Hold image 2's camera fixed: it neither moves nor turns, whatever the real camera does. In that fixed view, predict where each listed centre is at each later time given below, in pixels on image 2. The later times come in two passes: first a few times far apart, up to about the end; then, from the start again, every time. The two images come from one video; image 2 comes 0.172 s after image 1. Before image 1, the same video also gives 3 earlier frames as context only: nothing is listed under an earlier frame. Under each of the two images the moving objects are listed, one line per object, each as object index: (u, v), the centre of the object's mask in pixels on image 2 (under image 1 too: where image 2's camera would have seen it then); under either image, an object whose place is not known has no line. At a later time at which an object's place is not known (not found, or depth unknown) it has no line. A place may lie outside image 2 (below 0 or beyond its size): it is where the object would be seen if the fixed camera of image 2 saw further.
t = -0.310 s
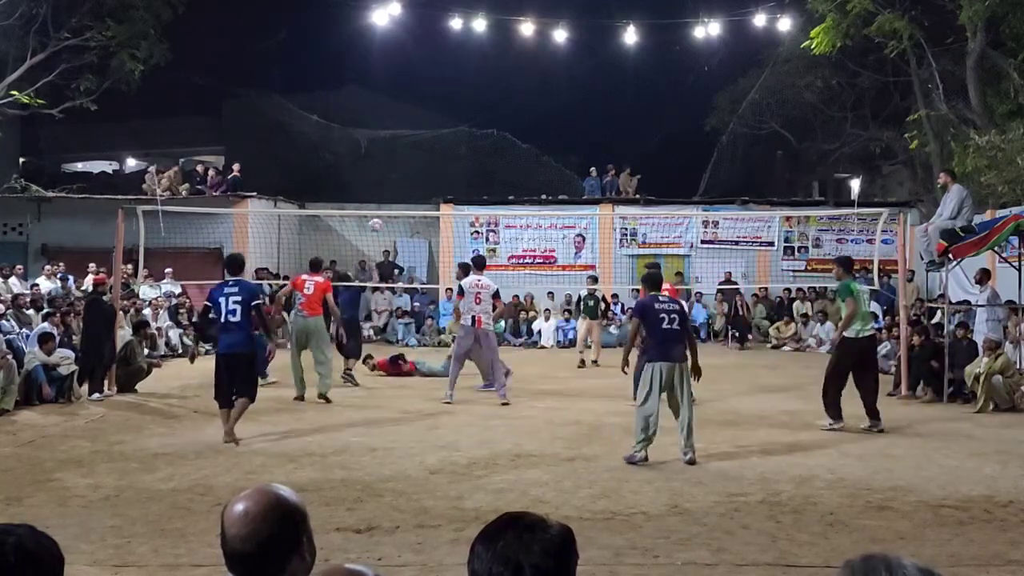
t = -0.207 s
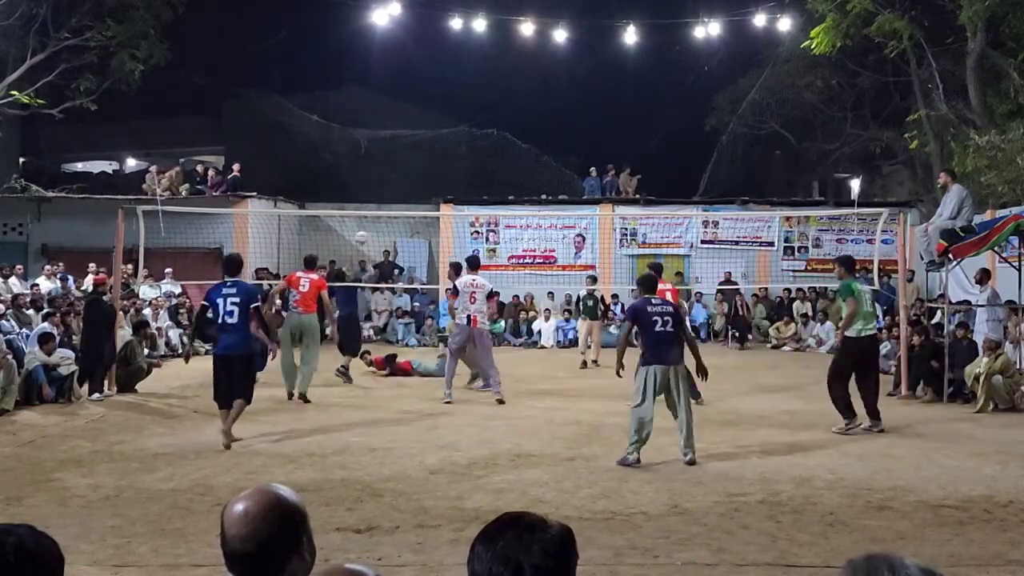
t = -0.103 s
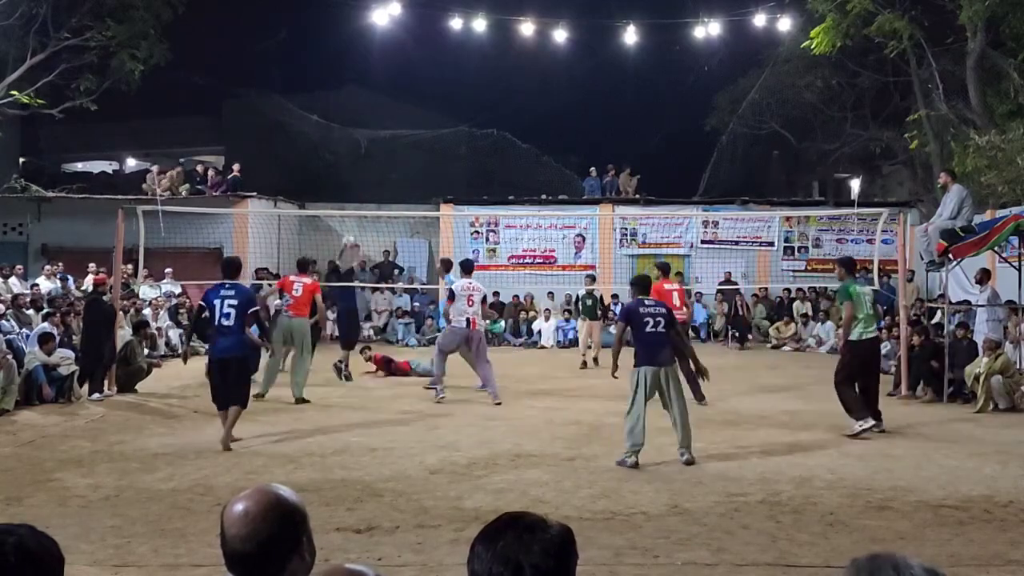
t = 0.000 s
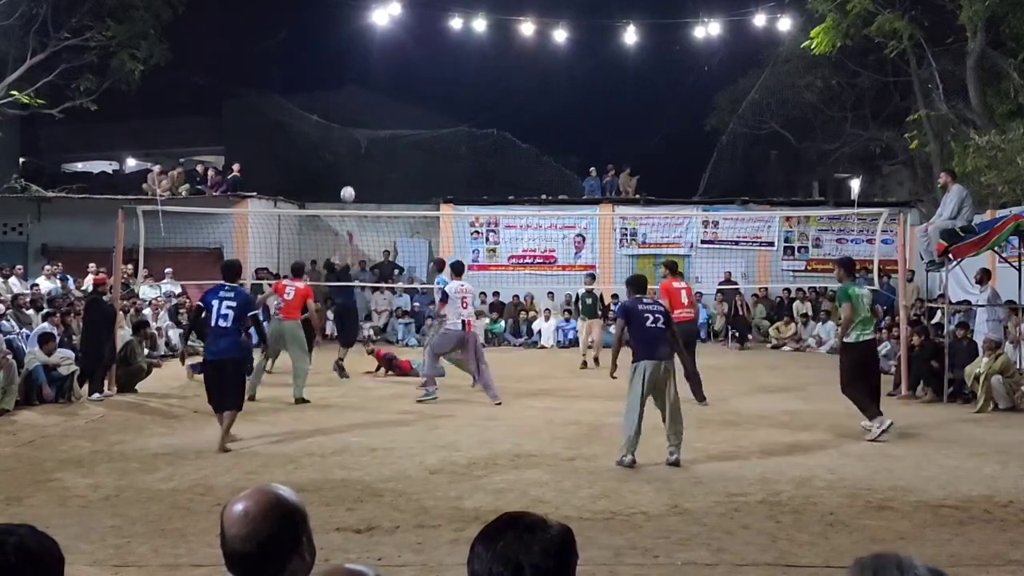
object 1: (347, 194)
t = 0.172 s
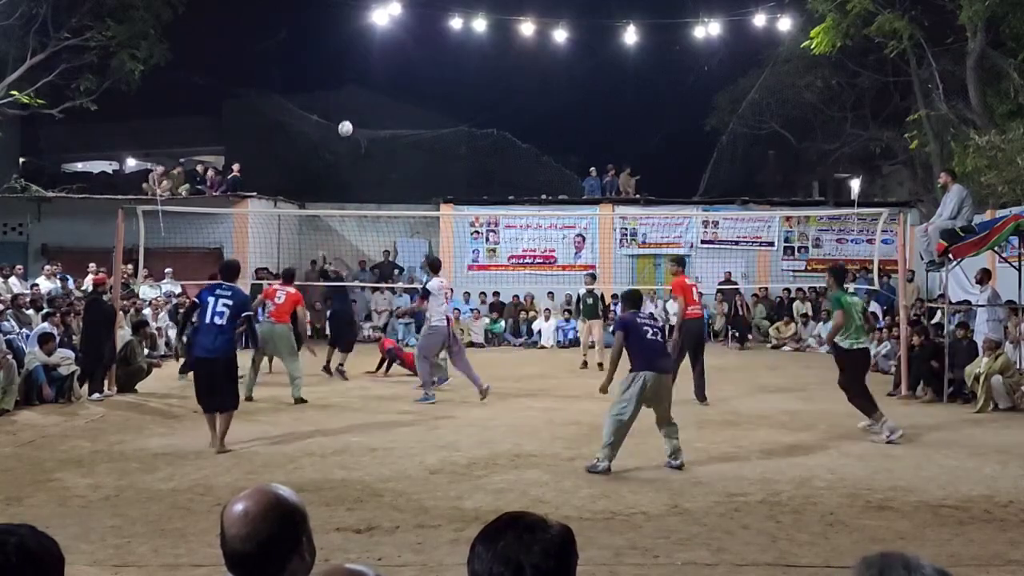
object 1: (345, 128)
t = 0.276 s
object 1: (342, 98)
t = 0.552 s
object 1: (337, 49)
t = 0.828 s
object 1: (332, 50)
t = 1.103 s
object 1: (325, 102)
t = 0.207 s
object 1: (344, 117)
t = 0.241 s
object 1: (343, 108)
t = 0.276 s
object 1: (342, 98)
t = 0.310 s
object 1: (342, 90)
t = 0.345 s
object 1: (342, 82)
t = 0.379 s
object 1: (341, 75)
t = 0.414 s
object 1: (340, 66)
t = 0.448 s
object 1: (339, 61)
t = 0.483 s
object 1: (339, 56)
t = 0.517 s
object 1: (338, 52)
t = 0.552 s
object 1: (337, 49)
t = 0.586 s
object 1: (337, 46)
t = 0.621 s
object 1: (336, 45)
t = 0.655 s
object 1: (336, 44)
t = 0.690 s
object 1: (335, 43)
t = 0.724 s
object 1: (334, 44)
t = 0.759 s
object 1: (334, 45)
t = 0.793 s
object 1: (333, 47)
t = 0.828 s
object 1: (332, 50)
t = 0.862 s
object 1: (331, 53)
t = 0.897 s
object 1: (330, 60)
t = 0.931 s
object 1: (329, 65)
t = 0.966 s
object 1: (328, 71)
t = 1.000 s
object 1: (327, 78)
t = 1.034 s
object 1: (327, 85)
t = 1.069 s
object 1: (326, 93)
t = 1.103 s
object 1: (325, 102)
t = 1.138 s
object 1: (324, 112)
